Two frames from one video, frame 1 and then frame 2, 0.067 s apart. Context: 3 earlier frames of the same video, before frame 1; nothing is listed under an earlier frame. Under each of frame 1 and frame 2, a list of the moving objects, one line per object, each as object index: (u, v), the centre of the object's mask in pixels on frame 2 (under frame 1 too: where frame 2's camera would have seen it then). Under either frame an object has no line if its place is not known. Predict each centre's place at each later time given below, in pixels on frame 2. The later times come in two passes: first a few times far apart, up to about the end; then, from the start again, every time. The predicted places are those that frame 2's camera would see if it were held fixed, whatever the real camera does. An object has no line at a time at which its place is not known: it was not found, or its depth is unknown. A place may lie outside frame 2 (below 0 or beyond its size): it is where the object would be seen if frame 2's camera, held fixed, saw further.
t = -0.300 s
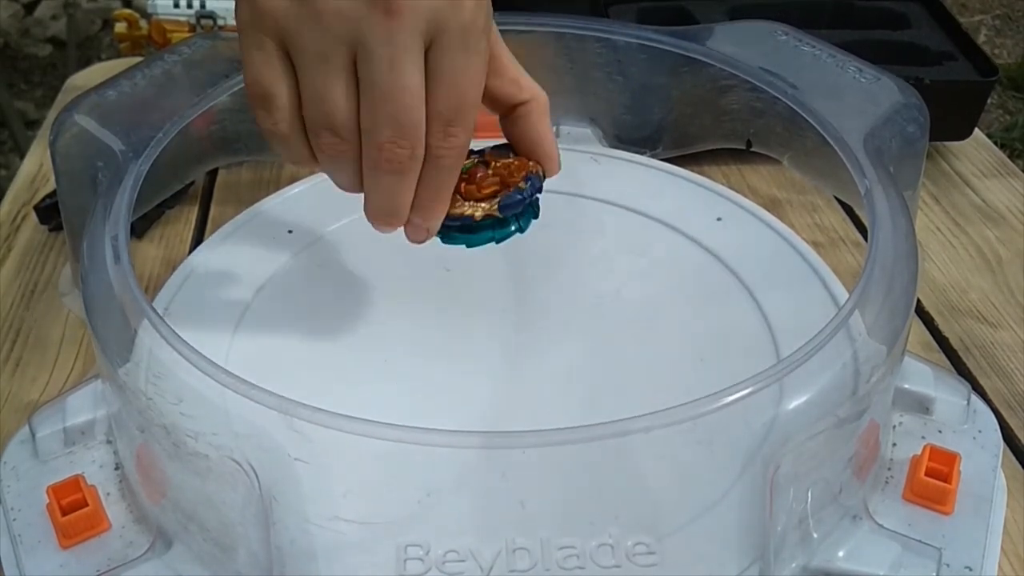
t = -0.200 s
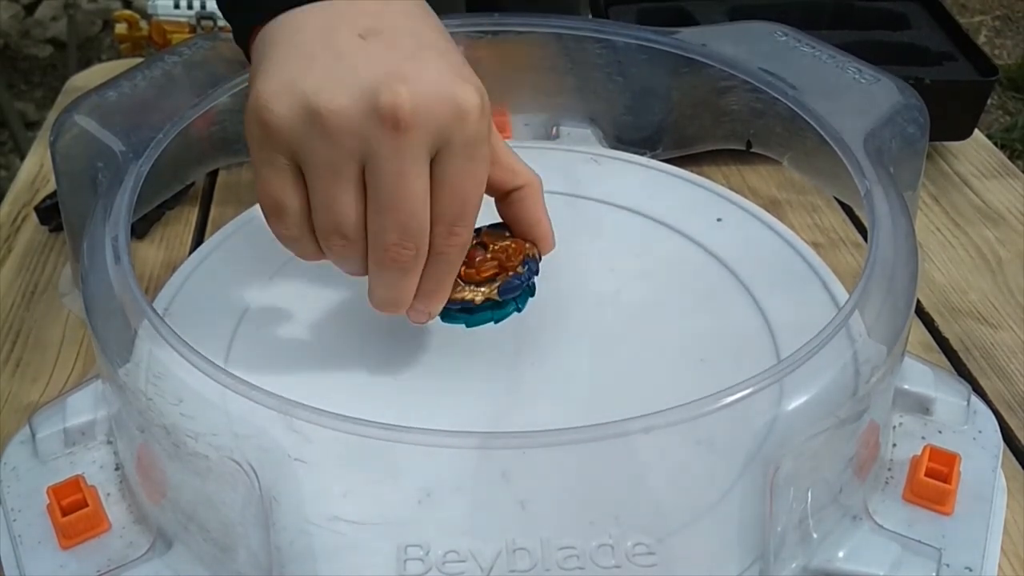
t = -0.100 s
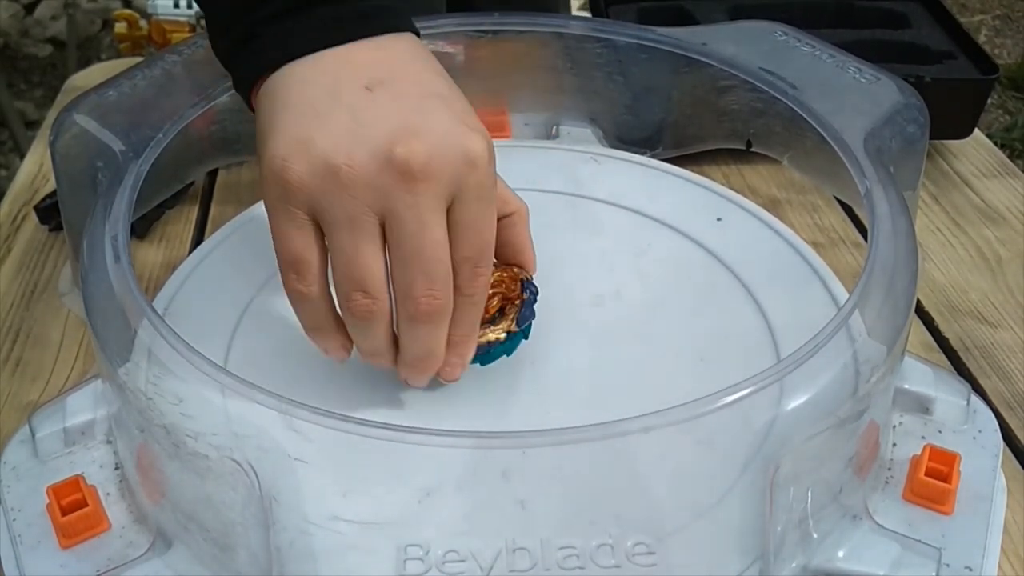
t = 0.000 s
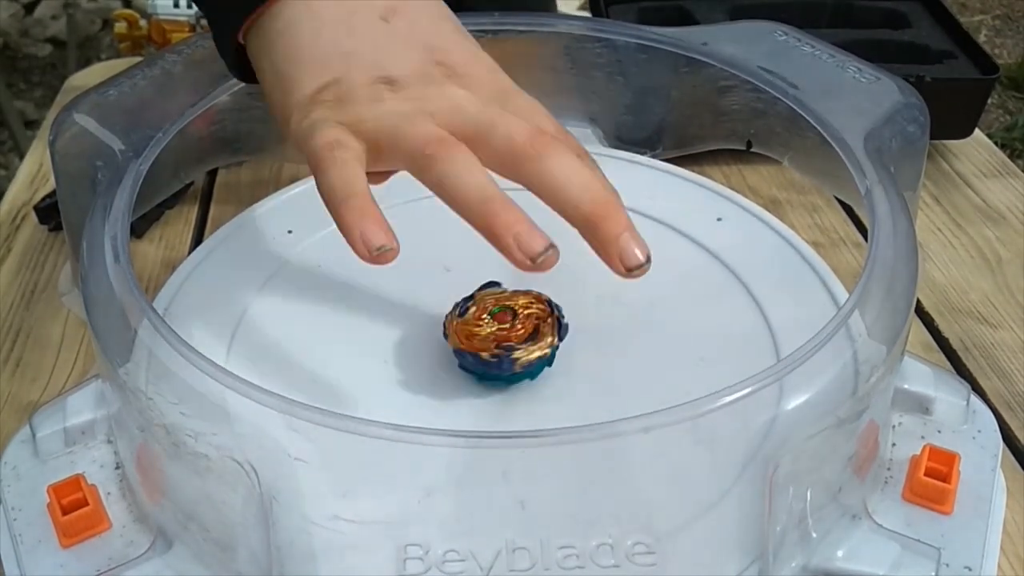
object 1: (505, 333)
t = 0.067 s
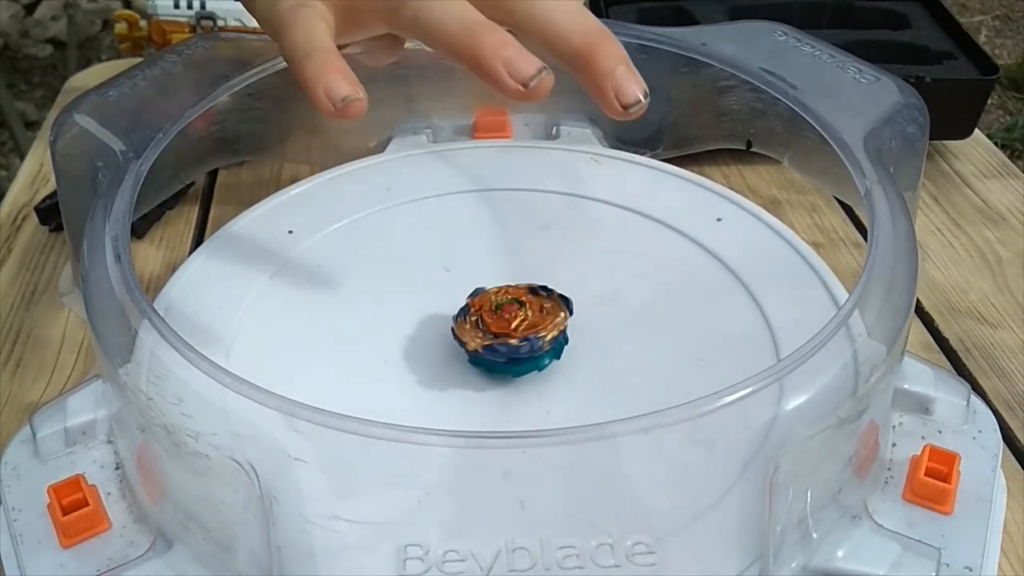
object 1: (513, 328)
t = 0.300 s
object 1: (515, 332)
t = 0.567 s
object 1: (535, 325)
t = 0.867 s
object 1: (515, 322)
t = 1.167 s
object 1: (521, 333)
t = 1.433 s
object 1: (529, 322)
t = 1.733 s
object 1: (510, 328)
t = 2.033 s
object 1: (531, 323)
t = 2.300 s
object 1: (510, 326)
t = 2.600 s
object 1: (531, 323)
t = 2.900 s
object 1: (510, 330)
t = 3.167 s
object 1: (526, 320)
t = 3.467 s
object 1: (515, 333)
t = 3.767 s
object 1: (514, 321)
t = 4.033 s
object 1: (534, 328)
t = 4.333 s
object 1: (516, 334)
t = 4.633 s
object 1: (515, 324)
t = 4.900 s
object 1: (535, 331)
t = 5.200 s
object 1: (513, 333)
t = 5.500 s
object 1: (526, 324)
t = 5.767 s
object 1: (522, 338)
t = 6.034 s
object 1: (521, 325)
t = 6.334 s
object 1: (535, 338)
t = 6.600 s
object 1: (519, 330)
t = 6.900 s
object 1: (538, 340)
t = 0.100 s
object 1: (512, 328)
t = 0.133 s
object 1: (511, 327)
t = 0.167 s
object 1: (510, 328)
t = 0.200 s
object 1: (511, 329)
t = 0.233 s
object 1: (512, 330)
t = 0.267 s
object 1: (513, 332)
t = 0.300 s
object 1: (515, 332)
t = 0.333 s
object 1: (518, 333)
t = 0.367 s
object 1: (523, 333)
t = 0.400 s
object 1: (526, 333)
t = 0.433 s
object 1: (529, 332)
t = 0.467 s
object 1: (532, 331)
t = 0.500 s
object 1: (534, 330)
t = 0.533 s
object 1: (536, 328)
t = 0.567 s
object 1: (535, 325)
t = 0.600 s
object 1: (533, 324)
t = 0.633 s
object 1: (532, 323)
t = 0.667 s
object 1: (529, 321)
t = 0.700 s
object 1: (527, 321)
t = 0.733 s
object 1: (525, 321)
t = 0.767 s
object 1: (522, 320)
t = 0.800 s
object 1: (520, 321)
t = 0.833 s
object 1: (518, 321)
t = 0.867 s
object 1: (515, 322)
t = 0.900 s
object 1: (514, 322)
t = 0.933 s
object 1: (513, 324)
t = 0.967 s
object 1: (511, 326)
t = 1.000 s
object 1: (510, 327)
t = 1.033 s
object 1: (511, 329)
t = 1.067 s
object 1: (512, 330)
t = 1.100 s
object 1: (515, 332)
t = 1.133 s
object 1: (518, 333)
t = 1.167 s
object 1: (521, 333)
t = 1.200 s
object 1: (526, 333)
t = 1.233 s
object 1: (530, 332)
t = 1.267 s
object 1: (532, 330)
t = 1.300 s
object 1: (534, 329)
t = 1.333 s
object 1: (535, 327)
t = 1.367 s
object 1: (533, 325)
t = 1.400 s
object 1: (531, 324)
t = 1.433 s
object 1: (529, 322)
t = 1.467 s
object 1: (526, 320)
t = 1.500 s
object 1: (523, 321)
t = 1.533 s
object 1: (519, 321)
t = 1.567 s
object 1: (517, 321)
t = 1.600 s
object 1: (514, 322)
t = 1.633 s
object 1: (512, 323)
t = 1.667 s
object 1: (511, 325)
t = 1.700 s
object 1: (510, 327)
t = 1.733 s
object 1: (510, 328)
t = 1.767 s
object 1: (512, 330)
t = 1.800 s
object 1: (515, 332)
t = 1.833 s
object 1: (518, 333)
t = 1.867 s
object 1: (523, 332)
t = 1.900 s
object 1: (528, 331)
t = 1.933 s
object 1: (531, 330)
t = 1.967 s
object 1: (533, 327)
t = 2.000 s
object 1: (533, 325)
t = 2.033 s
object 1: (531, 323)
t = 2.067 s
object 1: (528, 320)
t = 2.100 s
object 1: (525, 320)
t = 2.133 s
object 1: (521, 320)
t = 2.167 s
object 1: (518, 320)
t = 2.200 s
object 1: (515, 320)
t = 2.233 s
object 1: (512, 322)
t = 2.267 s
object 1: (511, 324)
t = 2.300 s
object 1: (510, 326)
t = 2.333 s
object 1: (509, 328)
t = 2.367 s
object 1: (511, 330)
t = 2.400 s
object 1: (515, 332)
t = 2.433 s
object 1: (520, 333)
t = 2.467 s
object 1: (525, 333)
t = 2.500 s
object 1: (530, 330)
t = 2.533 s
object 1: (532, 328)
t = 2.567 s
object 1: (533, 325)
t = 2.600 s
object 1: (531, 323)
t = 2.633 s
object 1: (527, 321)
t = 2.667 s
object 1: (524, 320)
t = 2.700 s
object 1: (520, 319)
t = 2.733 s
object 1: (517, 320)
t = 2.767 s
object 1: (513, 321)
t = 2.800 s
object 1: (510, 322)
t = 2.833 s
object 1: (508, 325)
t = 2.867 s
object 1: (508, 327)
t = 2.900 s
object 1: (510, 330)
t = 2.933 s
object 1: (513, 331)
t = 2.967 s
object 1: (517, 332)
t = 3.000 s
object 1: (523, 332)
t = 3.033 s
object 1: (529, 330)
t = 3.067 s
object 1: (532, 328)
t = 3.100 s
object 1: (532, 325)
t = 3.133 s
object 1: (530, 322)
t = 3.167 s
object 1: (526, 320)
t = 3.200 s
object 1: (522, 319)
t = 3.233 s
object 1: (518, 320)
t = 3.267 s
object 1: (515, 321)
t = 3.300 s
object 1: (512, 322)
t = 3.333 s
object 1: (509, 323)
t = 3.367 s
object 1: (508, 326)
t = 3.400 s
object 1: (509, 328)
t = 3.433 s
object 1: (511, 330)
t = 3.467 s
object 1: (515, 333)
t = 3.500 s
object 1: (520, 333)
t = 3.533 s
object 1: (527, 333)
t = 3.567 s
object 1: (532, 330)
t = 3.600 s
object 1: (534, 327)
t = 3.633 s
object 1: (533, 324)
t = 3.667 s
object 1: (529, 321)
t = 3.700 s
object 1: (524, 321)
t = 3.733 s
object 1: (518, 321)
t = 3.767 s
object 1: (514, 321)
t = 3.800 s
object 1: (511, 324)
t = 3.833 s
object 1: (510, 327)
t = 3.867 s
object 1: (511, 330)
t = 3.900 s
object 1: (513, 332)
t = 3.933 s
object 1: (519, 334)
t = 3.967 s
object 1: (525, 334)
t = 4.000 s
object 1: (532, 332)
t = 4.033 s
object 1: (534, 328)
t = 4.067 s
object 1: (533, 324)
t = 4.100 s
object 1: (528, 322)
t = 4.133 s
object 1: (524, 321)
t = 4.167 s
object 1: (519, 321)
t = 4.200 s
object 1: (514, 323)
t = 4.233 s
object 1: (510, 325)
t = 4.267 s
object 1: (509, 328)
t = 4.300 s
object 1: (511, 331)
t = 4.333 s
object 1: (516, 334)
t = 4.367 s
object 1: (523, 335)
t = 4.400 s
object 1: (531, 334)
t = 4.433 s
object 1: (534, 332)
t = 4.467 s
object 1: (535, 328)
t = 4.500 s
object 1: (533, 325)
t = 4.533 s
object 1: (529, 323)
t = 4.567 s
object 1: (523, 322)
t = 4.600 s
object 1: (519, 323)
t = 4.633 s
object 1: (515, 324)
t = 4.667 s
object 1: (512, 327)
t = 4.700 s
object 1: (510, 330)
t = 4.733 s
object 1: (511, 333)
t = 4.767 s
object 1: (514, 335)
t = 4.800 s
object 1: (520, 336)
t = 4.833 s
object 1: (528, 336)
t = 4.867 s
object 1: (534, 334)
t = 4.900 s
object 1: (535, 331)
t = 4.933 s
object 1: (535, 328)
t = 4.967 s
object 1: (533, 325)
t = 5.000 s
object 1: (528, 323)
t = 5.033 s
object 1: (524, 322)
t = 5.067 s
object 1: (520, 324)
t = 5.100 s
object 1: (516, 325)
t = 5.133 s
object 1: (512, 328)
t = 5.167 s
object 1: (511, 331)
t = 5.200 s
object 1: (513, 333)
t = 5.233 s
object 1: (515, 336)
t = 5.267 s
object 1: (520, 337)
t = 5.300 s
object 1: (527, 337)
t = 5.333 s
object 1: (533, 336)
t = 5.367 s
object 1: (536, 333)
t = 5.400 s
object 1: (537, 330)
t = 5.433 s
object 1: (535, 327)
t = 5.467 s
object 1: (531, 324)
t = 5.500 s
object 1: (526, 324)
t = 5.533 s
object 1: (522, 323)
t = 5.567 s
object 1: (519, 325)
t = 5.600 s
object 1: (515, 326)
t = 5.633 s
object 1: (512, 330)
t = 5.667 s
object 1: (512, 332)
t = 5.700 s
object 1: (514, 334)
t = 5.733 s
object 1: (517, 336)
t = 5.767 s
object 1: (522, 338)
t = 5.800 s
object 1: (529, 338)
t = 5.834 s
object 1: (535, 336)
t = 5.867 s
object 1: (537, 333)
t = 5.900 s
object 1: (536, 330)
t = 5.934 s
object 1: (535, 328)
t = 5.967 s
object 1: (531, 325)
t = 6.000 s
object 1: (526, 325)
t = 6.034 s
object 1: (521, 325)
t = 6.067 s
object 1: (518, 326)
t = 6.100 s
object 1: (515, 329)
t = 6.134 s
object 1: (514, 331)
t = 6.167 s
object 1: (513, 334)
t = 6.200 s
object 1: (515, 336)
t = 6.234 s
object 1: (518, 338)
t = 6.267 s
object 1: (522, 339)
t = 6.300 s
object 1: (529, 339)
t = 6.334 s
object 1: (535, 338)
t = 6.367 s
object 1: (538, 335)
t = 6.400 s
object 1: (537, 333)
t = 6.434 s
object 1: (536, 331)
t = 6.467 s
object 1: (534, 329)
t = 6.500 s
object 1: (530, 327)
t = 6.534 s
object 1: (525, 328)
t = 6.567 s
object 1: (522, 328)
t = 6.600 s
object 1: (519, 330)
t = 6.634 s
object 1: (518, 332)
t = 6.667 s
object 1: (517, 334)
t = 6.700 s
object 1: (516, 337)
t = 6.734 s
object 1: (518, 339)
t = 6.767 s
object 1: (520, 340)
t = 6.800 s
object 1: (524, 341)
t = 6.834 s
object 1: (527, 341)
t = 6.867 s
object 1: (533, 341)
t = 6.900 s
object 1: (538, 340)
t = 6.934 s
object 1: (541, 338)
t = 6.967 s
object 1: (541, 335)
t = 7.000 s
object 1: (540, 332)
